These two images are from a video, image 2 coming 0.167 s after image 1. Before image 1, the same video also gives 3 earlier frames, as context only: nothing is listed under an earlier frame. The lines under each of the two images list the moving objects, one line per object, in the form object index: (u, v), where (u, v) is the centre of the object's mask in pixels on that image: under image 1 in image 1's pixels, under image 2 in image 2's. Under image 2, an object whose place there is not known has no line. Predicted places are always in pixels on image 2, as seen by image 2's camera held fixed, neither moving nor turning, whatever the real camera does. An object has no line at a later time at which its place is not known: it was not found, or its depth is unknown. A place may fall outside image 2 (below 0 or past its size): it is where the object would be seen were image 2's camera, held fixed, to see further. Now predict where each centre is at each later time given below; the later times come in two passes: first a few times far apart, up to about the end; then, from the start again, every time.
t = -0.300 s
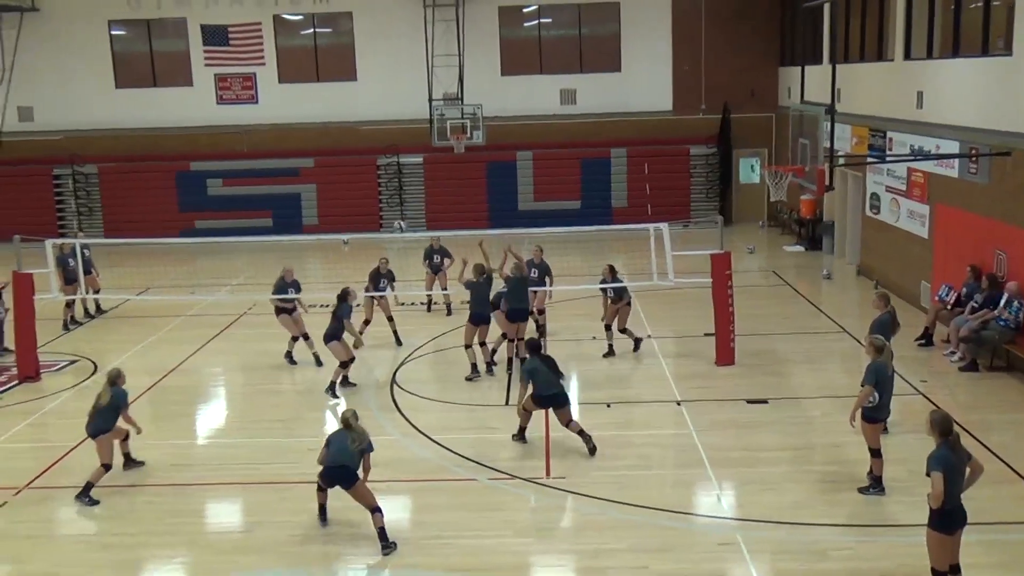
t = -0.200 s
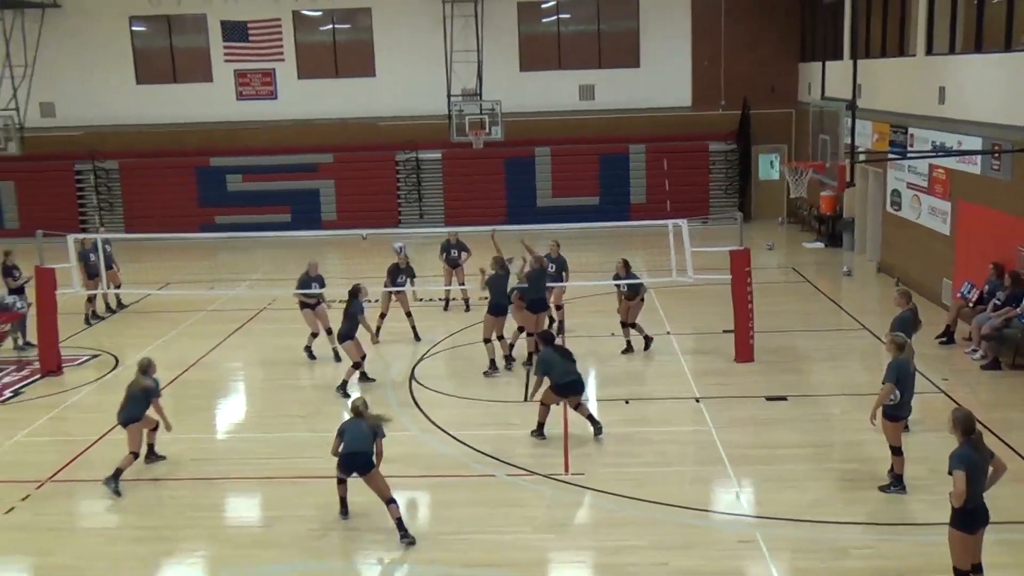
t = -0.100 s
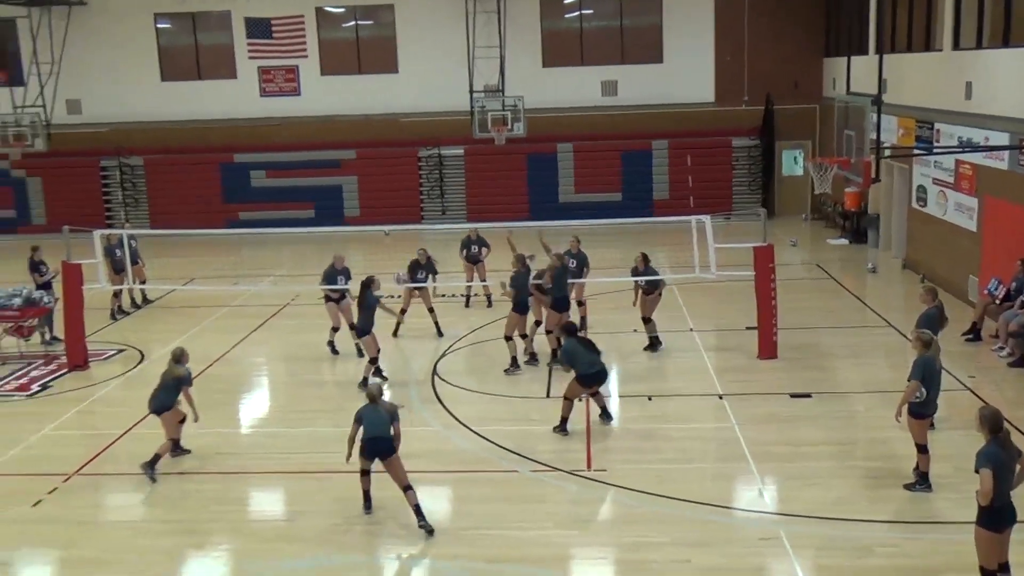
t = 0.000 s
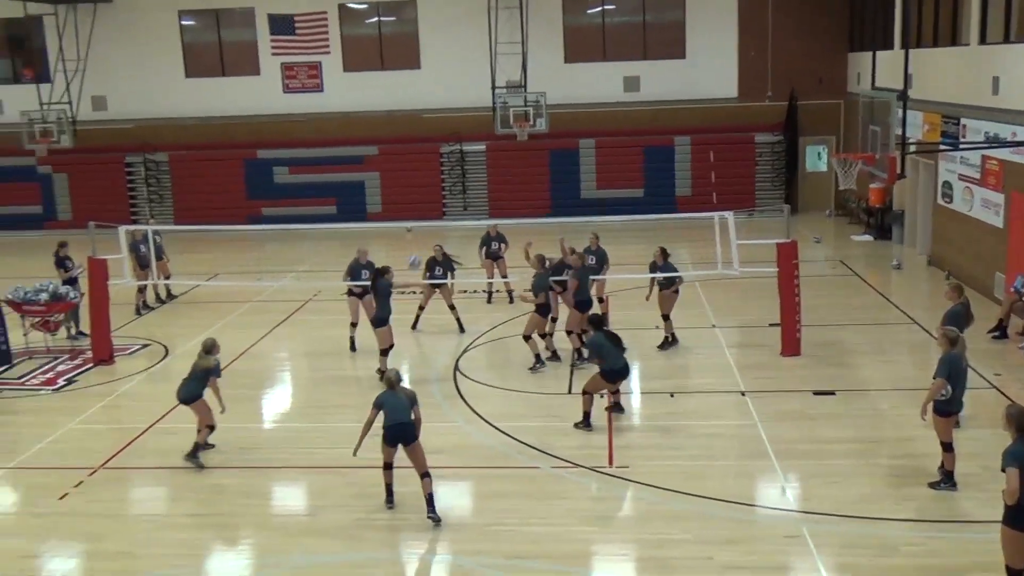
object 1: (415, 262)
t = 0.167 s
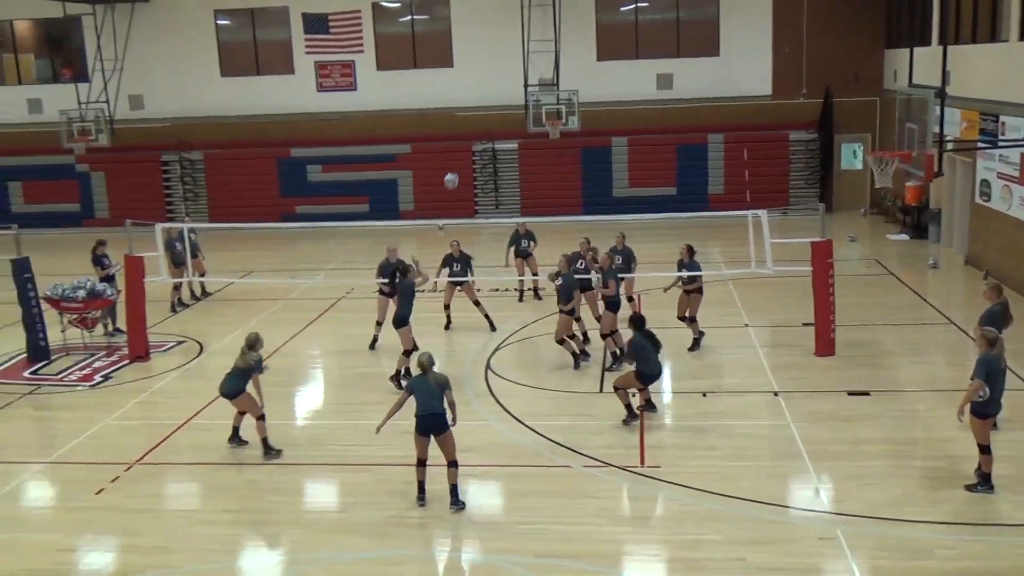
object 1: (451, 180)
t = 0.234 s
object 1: (454, 154)
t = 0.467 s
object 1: (466, 85)
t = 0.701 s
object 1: (477, 53)
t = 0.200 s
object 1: (453, 167)
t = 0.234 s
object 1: (454, 154)
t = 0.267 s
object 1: (456, 142)
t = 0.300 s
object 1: (457, 131)
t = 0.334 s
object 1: (459, 120)
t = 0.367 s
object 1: (460, 110)
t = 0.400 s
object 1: (464, 101)
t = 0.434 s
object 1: (465, 93)
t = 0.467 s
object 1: (466, 85)
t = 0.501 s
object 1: (468, 78)
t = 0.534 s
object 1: (469, 72)
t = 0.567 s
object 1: (471, 67)
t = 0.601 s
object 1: (473, 62)
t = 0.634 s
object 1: (474, 58)
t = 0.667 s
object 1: (476, 56)
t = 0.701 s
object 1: (477, 53)
